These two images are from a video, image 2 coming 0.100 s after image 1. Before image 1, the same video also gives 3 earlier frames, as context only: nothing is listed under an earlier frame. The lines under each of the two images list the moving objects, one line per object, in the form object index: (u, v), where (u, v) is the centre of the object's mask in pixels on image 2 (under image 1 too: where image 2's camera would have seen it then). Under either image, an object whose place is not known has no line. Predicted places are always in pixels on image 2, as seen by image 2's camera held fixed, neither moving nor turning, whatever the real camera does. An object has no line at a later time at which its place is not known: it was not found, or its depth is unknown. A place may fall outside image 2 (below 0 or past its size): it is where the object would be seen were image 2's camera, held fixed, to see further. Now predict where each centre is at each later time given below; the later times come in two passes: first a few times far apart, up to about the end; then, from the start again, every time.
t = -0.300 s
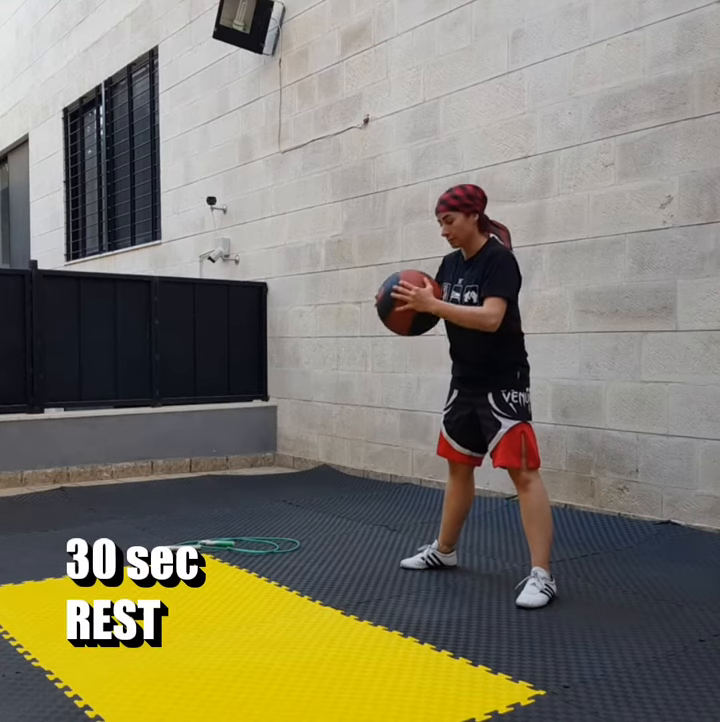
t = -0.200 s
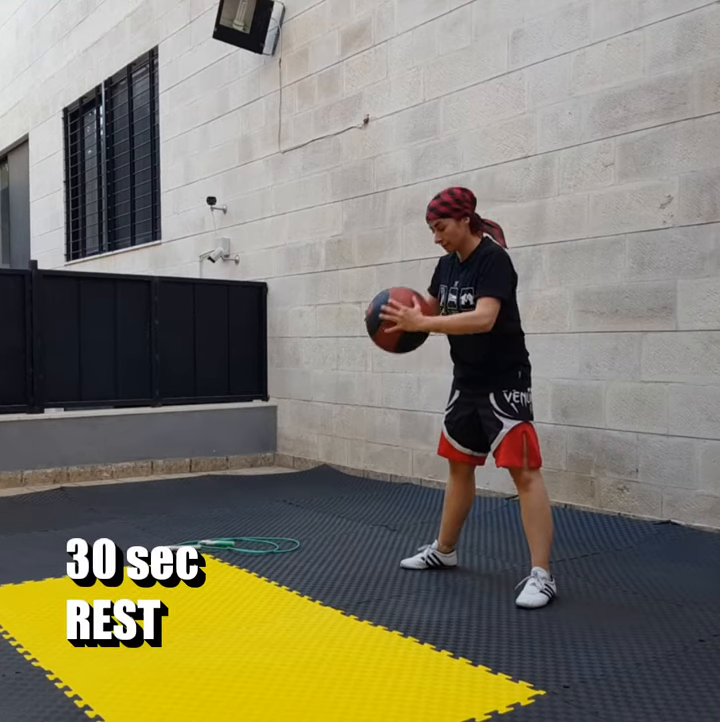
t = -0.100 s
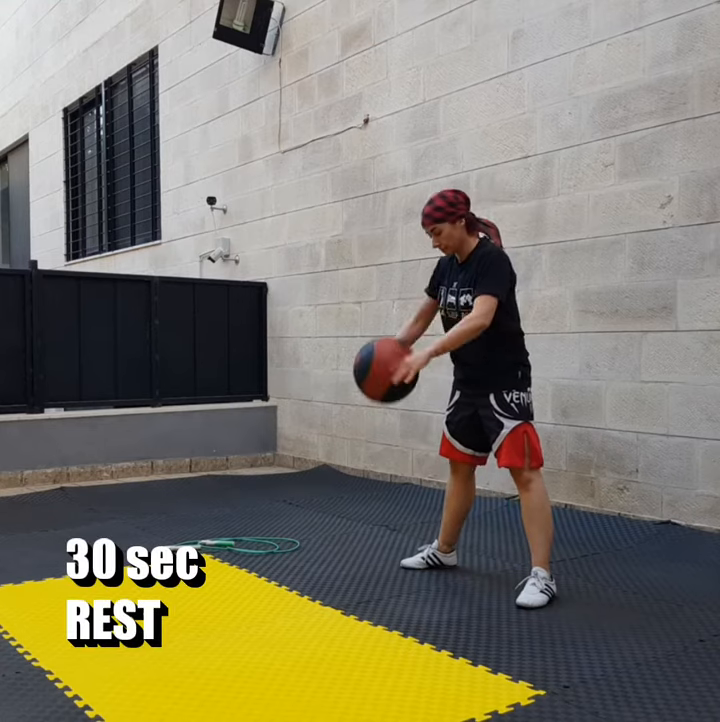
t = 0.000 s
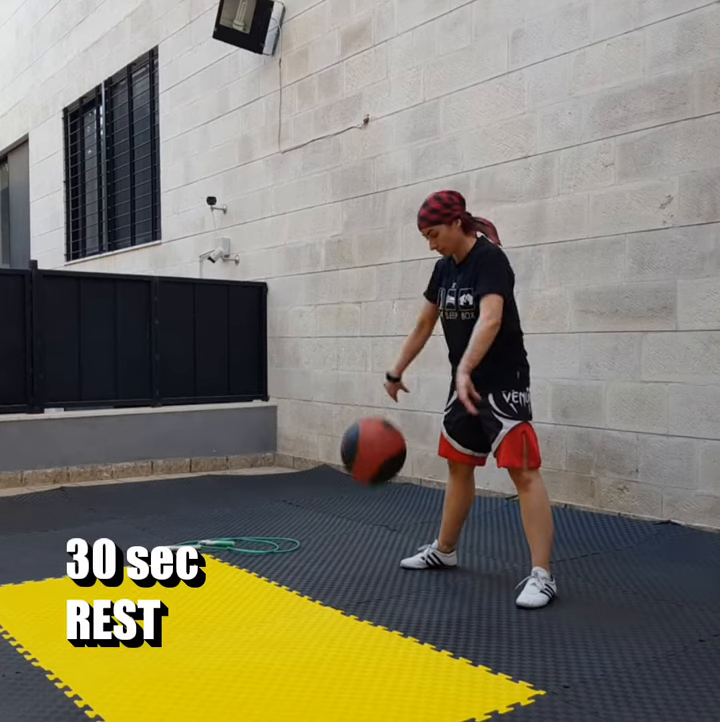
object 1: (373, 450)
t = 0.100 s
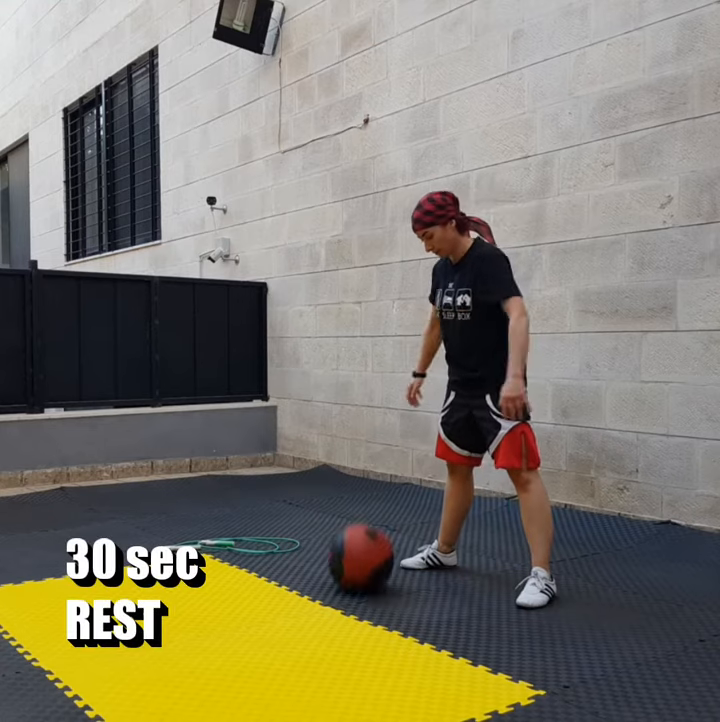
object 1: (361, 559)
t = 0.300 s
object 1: (350, 485)
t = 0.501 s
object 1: (338, 503)
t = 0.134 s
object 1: (358, 545)
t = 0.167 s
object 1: (357, 527)
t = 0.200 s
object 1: (355, 512)
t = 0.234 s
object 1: (353, 501)
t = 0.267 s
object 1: (351, 491)
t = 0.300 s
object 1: (350, 485)
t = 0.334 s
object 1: (348, 481)
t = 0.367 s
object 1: (345, 480)
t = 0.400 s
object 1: (343, 481)
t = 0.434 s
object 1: (342, 485)
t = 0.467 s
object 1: (340, 493)
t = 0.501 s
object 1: (338, 503)
